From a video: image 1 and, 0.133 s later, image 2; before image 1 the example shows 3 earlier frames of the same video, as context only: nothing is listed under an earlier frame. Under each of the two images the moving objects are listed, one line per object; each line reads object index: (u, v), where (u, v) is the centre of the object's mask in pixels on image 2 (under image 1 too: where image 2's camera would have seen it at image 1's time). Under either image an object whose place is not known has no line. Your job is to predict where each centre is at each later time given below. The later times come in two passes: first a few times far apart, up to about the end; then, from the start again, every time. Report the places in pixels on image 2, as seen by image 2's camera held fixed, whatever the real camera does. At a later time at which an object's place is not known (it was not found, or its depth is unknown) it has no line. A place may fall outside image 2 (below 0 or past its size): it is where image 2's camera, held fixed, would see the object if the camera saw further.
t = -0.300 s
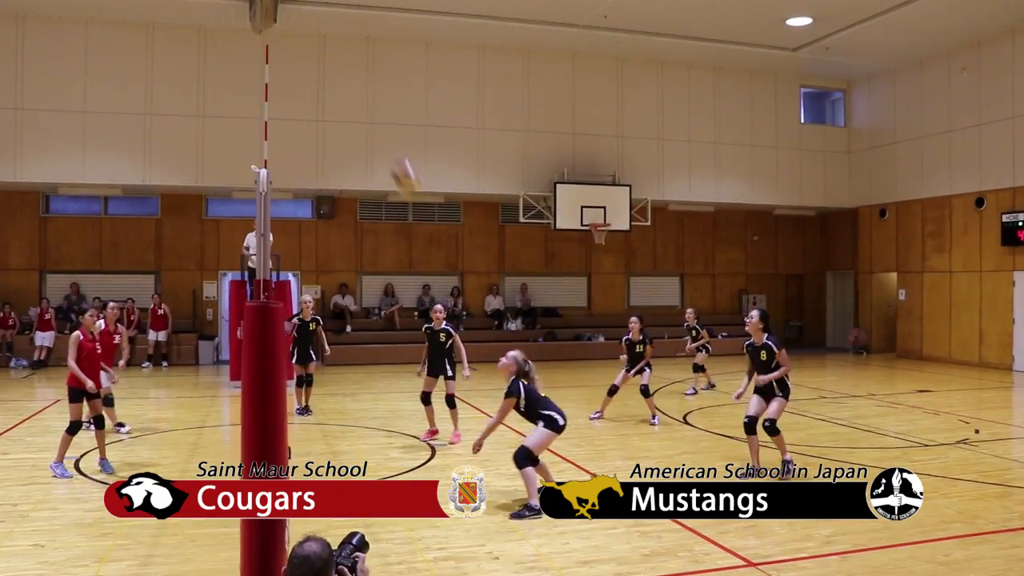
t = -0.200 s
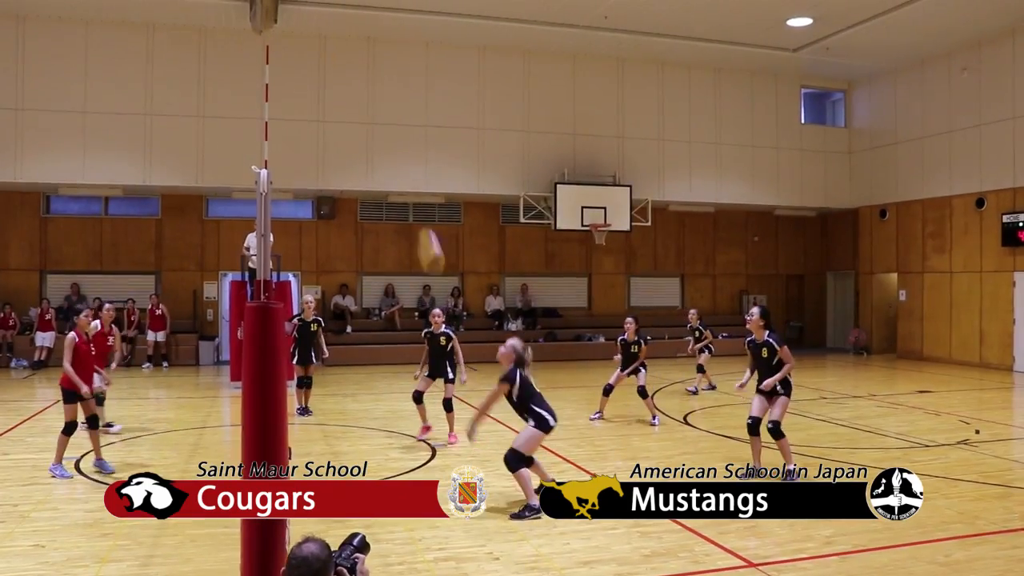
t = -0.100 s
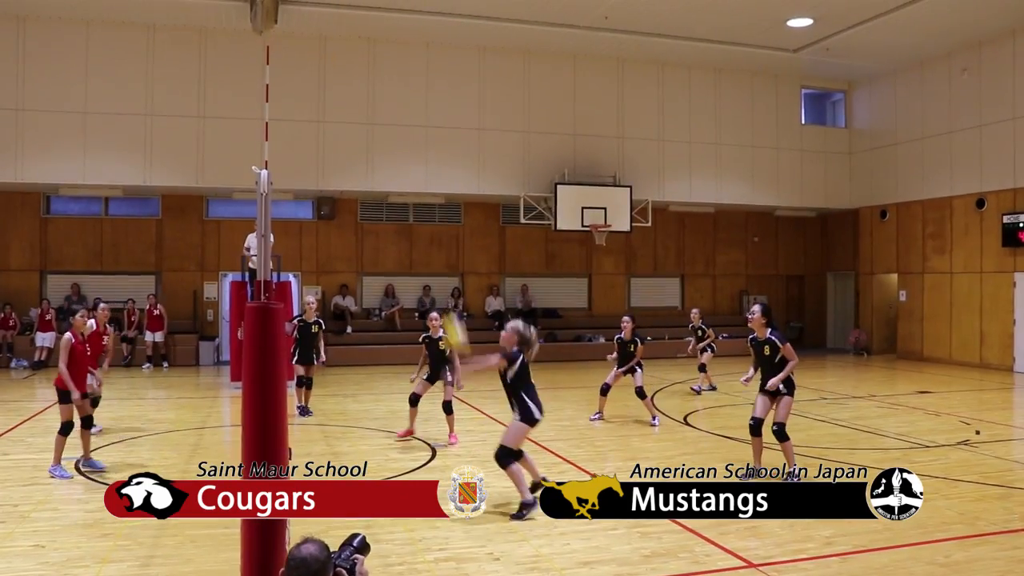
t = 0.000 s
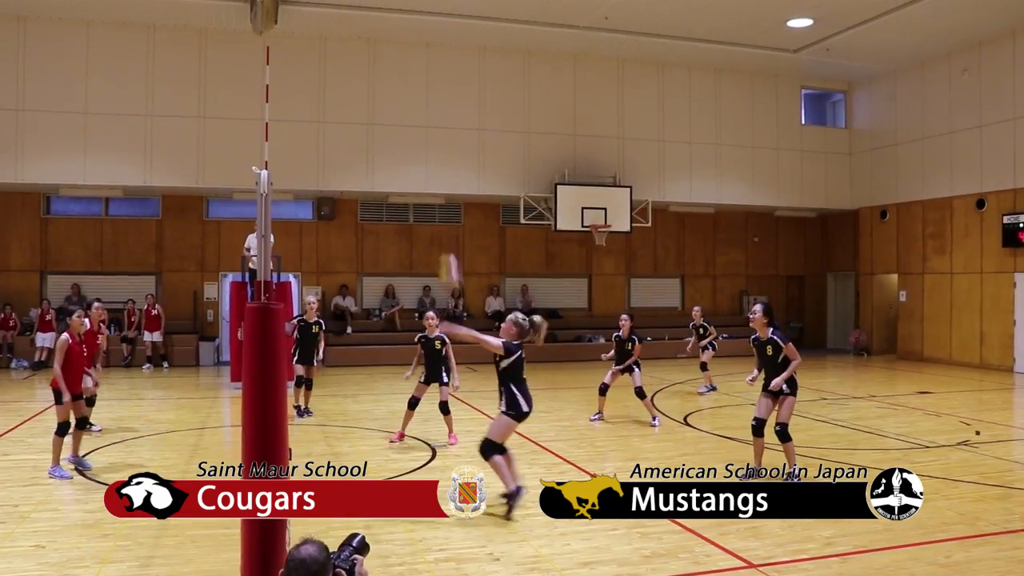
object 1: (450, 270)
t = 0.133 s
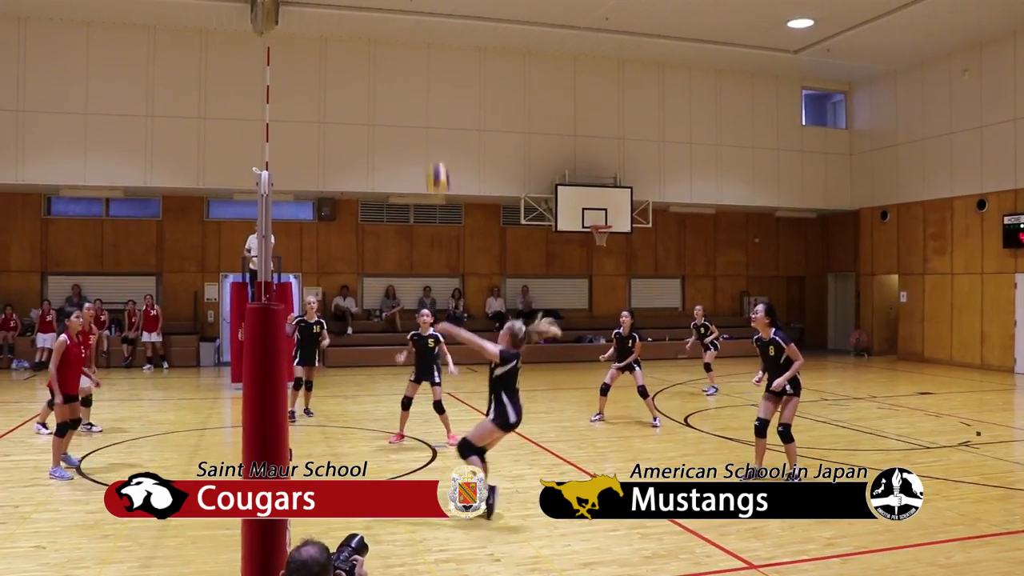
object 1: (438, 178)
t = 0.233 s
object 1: (430, 126)
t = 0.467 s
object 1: (416, 62)
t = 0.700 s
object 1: (403, 54)
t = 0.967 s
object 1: (392, 102)
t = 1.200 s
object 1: (383, 181)
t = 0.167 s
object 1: (435, 159)
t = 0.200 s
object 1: (432, 141)
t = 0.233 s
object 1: (430, 126)
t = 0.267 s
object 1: (428, 113)
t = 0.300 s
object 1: (426, 102)
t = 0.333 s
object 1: (423, 90)
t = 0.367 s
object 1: (421, 82)
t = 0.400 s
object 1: (420, 75)
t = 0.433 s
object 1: (418, 68)
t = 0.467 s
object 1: (416, 62)
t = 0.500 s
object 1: (413, 57)
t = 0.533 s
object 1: (413, 54)
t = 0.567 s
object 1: (411, 52)
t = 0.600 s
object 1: (408, 51)
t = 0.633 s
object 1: (407, 51)
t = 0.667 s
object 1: (405, 53)
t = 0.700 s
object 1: (403, 54)
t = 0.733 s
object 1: (403, 57)
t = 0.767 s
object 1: (402, 61)
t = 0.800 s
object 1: (399, 65)
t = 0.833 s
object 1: (398, 71)
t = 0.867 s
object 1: (397, 77)
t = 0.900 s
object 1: (395, 85)
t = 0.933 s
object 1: (393, 93)
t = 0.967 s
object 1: (392, 102)
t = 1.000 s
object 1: (390, 111)
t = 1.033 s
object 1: (390, 121)
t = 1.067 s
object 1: (389, 133)
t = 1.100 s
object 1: (388, 142)
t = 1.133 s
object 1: (386, 153)
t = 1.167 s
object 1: (384, 167)
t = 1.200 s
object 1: (383, 181)
